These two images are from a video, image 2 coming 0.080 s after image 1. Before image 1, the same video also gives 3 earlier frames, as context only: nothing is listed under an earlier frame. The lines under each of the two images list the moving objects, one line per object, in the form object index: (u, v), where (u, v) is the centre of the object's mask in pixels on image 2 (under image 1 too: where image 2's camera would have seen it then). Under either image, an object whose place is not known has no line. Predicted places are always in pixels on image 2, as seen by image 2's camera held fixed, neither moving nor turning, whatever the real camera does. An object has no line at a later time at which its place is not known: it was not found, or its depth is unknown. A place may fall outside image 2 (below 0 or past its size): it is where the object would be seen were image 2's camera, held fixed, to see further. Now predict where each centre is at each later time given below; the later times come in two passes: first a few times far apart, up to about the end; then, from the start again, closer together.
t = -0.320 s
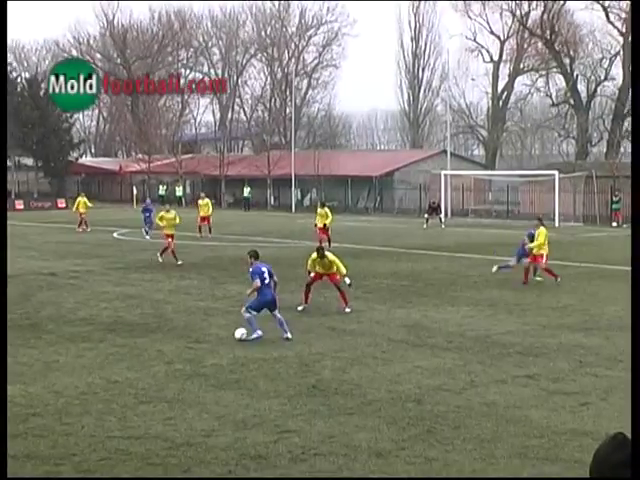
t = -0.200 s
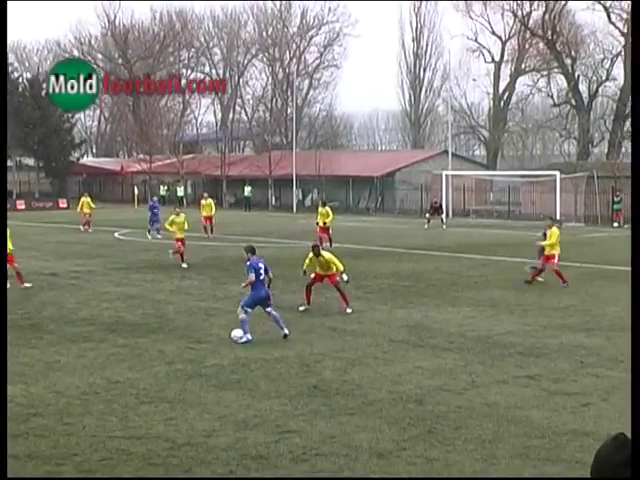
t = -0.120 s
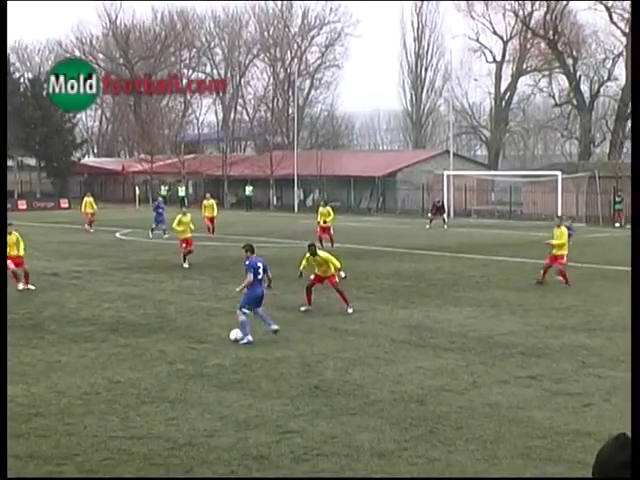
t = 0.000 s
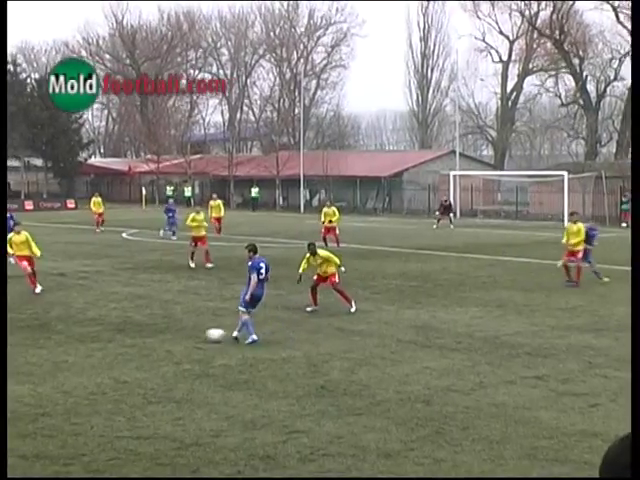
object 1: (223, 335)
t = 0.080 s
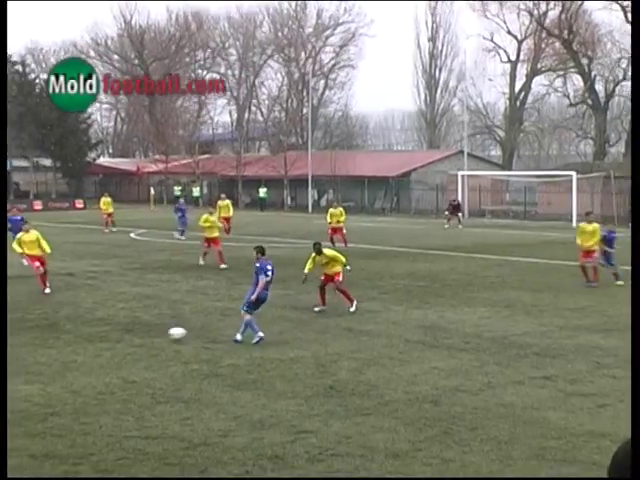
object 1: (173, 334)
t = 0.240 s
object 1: (88, 333)
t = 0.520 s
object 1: (-53, 336)
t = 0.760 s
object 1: (-156, 335)
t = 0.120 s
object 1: (151, 334)
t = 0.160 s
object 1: (131, 334)
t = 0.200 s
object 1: (110, 333)
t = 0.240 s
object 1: (88, 333)
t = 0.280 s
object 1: (66, 334)
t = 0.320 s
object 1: (45, 335)
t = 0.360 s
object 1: (25, 333)
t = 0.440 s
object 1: (-14, 333)
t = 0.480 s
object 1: (-34, 334)
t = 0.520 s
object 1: (-53, 336)
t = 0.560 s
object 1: (-71, 335)
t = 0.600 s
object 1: (-88, 334)
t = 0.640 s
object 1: (-107, 334)
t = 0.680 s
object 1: (-123, 335)
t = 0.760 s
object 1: (-156, 335)
